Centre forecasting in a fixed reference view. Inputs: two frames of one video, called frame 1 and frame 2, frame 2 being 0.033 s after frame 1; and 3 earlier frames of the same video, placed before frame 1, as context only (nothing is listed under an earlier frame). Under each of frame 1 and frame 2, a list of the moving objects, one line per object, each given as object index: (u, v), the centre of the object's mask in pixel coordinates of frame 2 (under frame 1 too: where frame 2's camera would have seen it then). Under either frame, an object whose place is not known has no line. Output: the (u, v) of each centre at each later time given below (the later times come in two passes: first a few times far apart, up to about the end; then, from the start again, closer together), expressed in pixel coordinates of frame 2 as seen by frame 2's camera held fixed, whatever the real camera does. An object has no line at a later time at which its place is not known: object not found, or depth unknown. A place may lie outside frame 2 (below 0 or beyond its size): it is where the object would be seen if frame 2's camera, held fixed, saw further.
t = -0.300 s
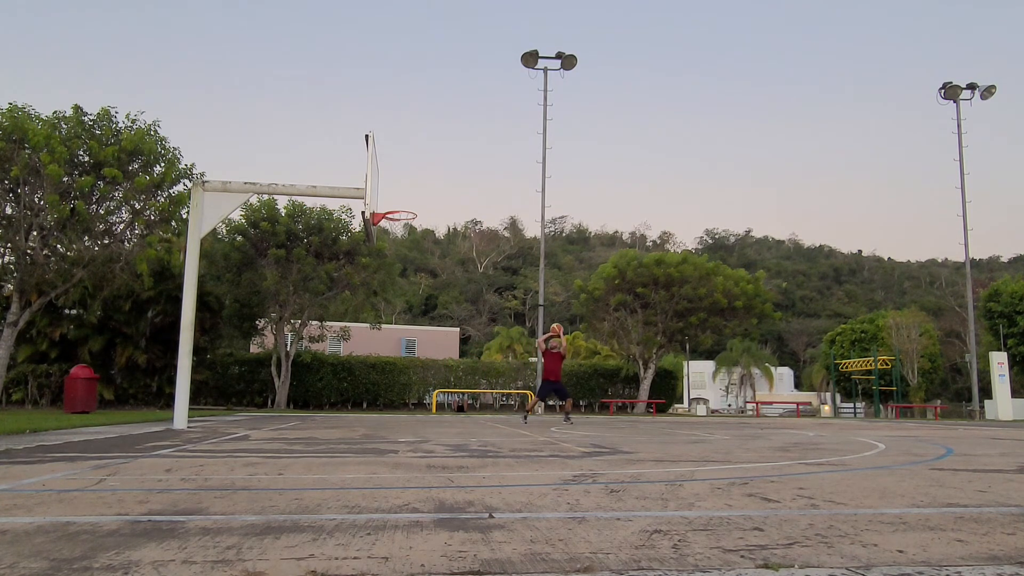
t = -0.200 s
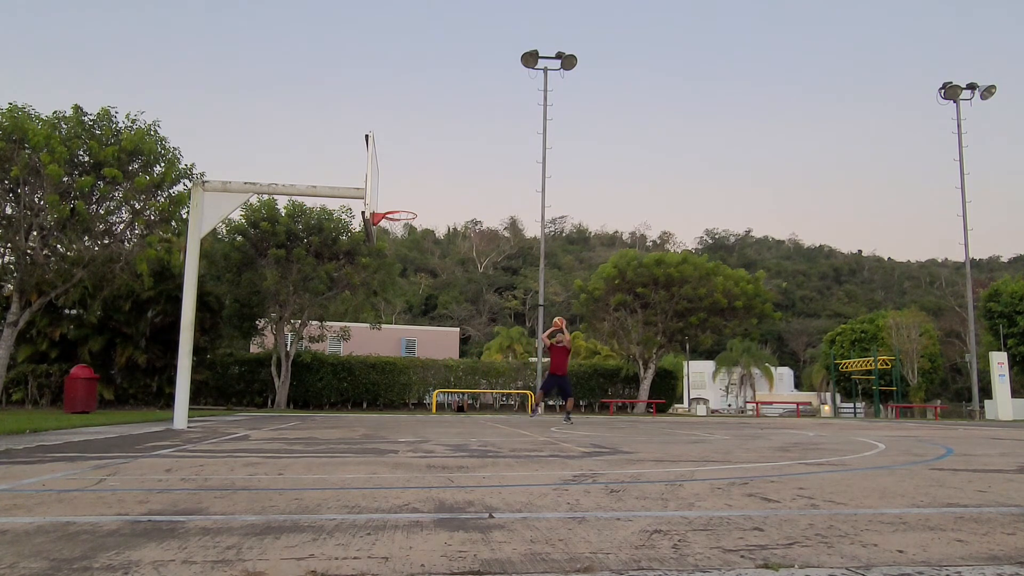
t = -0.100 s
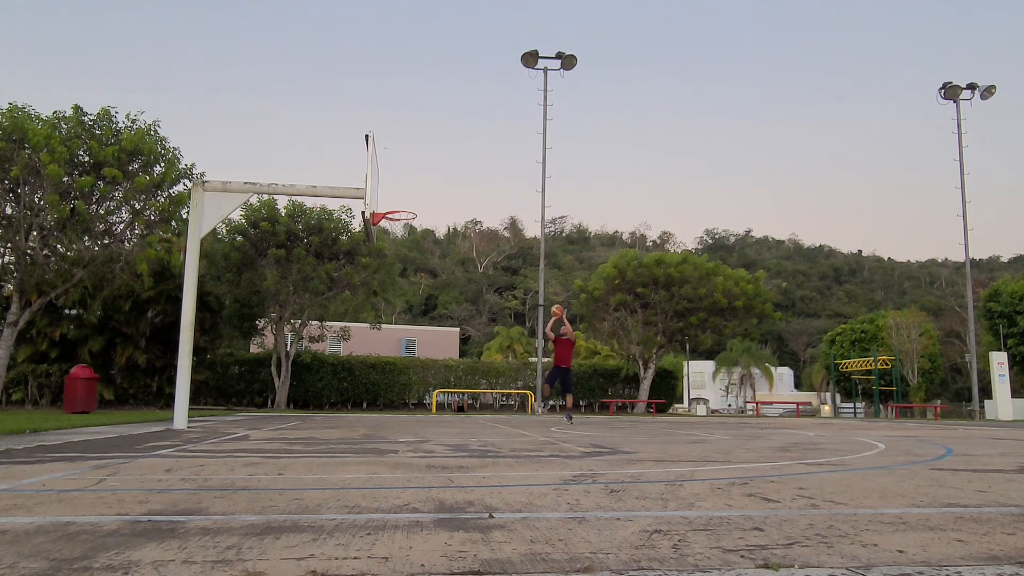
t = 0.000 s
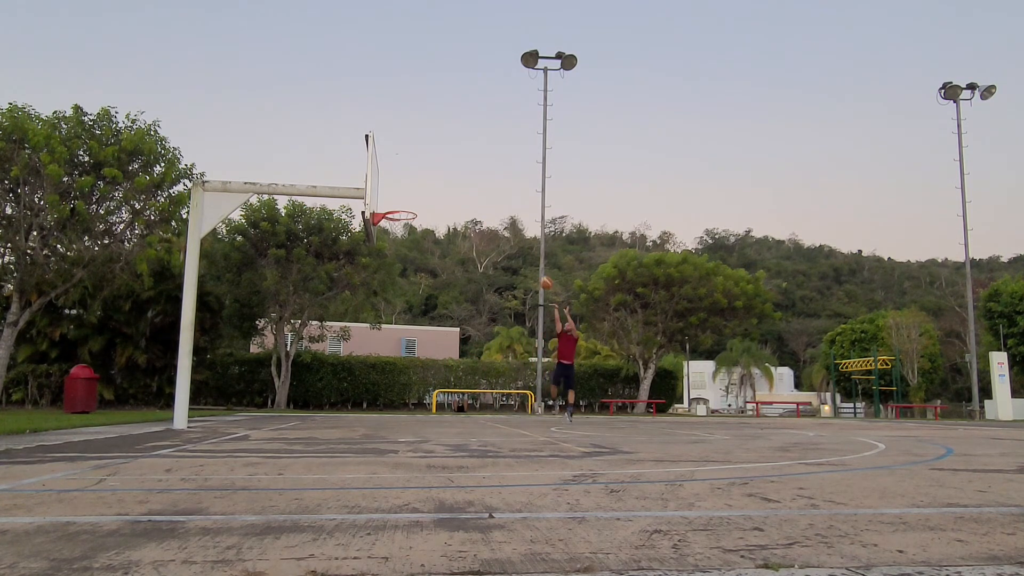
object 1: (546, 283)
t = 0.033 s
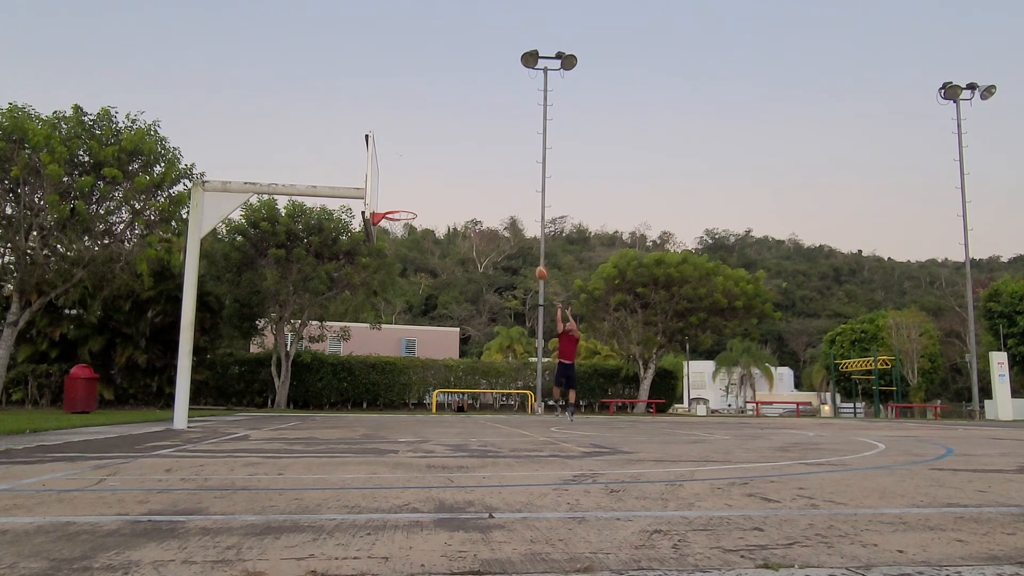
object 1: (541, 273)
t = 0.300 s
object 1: (500, 216)
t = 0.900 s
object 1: (393, 213)
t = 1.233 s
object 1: (421, 206)
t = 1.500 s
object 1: (431, 244)
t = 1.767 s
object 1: (441, 326)
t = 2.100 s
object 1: (456, 372)
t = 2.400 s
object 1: (473, 298)
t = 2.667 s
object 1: (488, 282)
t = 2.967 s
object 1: (504, 320)
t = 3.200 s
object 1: (515, 389)
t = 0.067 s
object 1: (536, 264)
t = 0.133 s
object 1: (527, 248)
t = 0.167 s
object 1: (522, 241)
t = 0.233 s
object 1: (511, 227)
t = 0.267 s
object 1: (506, 221)
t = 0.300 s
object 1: (500, 216)
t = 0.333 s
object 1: (495, 211)
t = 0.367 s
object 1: (489, 207)
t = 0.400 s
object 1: (484, 203)
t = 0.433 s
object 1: (478, 200)
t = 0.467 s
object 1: (472, 197)
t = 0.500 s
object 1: (467, 195)
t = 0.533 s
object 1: (461, 194)
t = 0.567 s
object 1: (455, 193)
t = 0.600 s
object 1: (449, 193)
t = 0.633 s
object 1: (442, 194)
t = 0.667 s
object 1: (436, 195)
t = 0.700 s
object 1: (429, 197)
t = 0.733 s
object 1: (423, 199)
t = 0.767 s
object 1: (416, 203)
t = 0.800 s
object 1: (409, 207)
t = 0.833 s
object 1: (403, 211)
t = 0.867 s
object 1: (398, 212)
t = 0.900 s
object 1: (393, 213)
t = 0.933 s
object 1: (396, 211)
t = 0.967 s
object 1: (403, 209)
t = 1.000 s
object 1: (409, 208)
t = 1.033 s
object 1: (412, 206)
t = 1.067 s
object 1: (413, 205)
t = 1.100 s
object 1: (415, 204)
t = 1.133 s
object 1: (416, 203)
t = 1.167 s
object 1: (418, 203)
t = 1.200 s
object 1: (419, 204)
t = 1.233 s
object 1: (421, 206)
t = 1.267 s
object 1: (422, 208)
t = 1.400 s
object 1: (427, 225)
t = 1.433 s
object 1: (428, 230)
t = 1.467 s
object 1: (430, 237)
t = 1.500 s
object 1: (431, 244)
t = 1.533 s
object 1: (432, 252)
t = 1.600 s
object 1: (435, 269)
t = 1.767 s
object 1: (441, 326)
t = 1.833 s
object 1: (443, 354)
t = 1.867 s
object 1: (445, 368)
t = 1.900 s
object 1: (446, 384)
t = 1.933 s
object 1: (447, 401)
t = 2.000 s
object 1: (450, 410)
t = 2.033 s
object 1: (452, 398)
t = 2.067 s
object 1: (454, 384)
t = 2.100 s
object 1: (456, 372)
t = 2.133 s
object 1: (458, 361)
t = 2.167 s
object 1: (460, 351)
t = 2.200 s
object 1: (462, 341)
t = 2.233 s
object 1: (464, 332)
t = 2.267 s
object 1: (466, 324)
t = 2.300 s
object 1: (468, 316)
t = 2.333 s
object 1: (469, 309)
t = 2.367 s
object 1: (472, 303)
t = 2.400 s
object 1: (473, 298)
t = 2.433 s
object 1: (475, 294)
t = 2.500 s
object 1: (479, 286)
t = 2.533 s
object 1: (481, 284)
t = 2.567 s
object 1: (483, 283)
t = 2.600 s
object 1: (485, 282)
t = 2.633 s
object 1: (486, 282)
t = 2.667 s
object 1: (488, 282)
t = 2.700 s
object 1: (490, 284)
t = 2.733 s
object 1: (491, 286)
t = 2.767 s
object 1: (494, 288)
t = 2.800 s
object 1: (496, 292)
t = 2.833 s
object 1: (497, 296)
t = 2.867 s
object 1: (499, 301)
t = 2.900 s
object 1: (501, 307)
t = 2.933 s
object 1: (502, 313)
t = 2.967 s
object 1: (504, 320)
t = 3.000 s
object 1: (506, 328)
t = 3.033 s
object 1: (507, 336)
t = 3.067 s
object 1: (509, 346)
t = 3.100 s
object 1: (511, 356)
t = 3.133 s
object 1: (512, 366)
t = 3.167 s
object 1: (514, 378)
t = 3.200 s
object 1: (515, 389)
